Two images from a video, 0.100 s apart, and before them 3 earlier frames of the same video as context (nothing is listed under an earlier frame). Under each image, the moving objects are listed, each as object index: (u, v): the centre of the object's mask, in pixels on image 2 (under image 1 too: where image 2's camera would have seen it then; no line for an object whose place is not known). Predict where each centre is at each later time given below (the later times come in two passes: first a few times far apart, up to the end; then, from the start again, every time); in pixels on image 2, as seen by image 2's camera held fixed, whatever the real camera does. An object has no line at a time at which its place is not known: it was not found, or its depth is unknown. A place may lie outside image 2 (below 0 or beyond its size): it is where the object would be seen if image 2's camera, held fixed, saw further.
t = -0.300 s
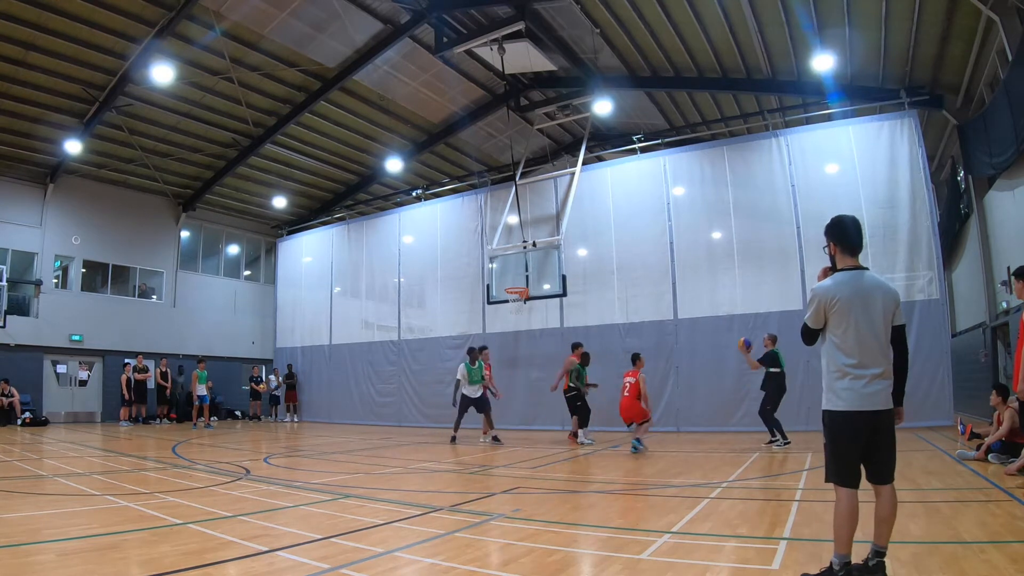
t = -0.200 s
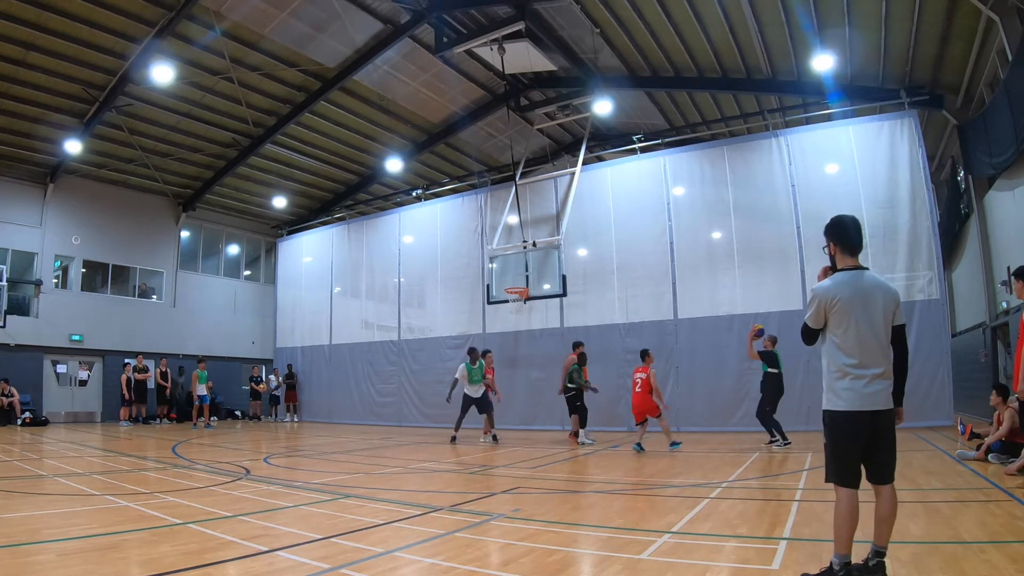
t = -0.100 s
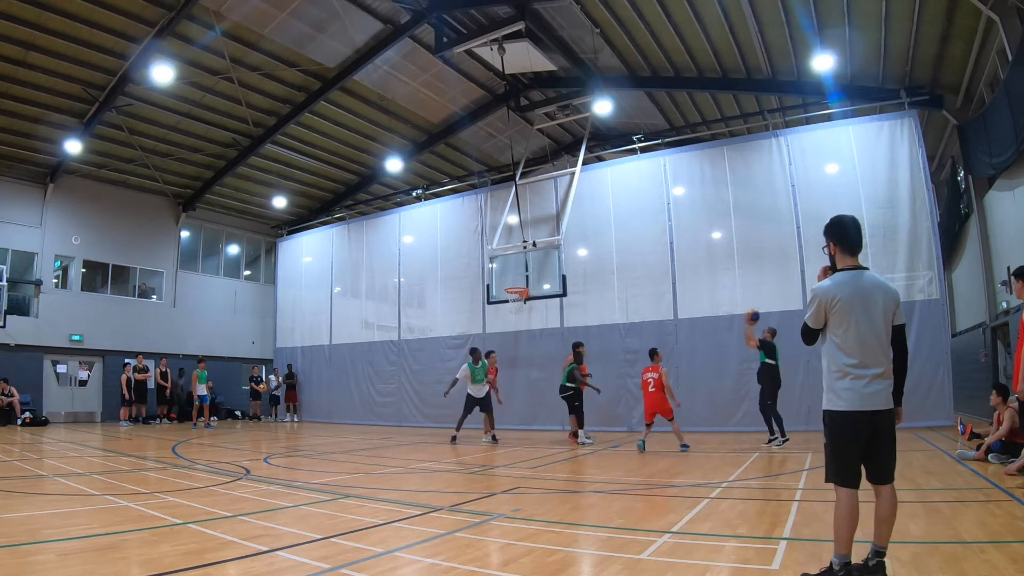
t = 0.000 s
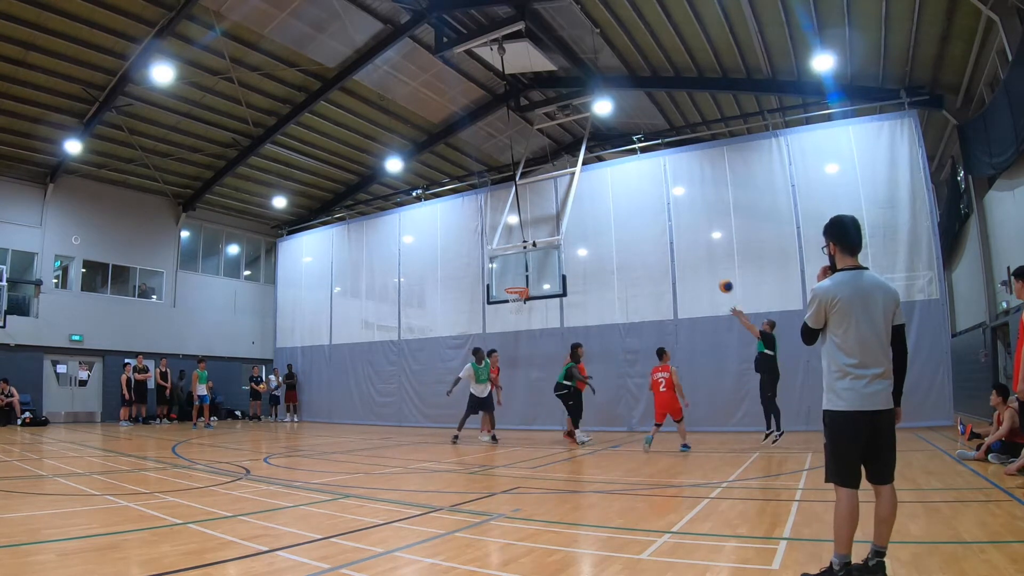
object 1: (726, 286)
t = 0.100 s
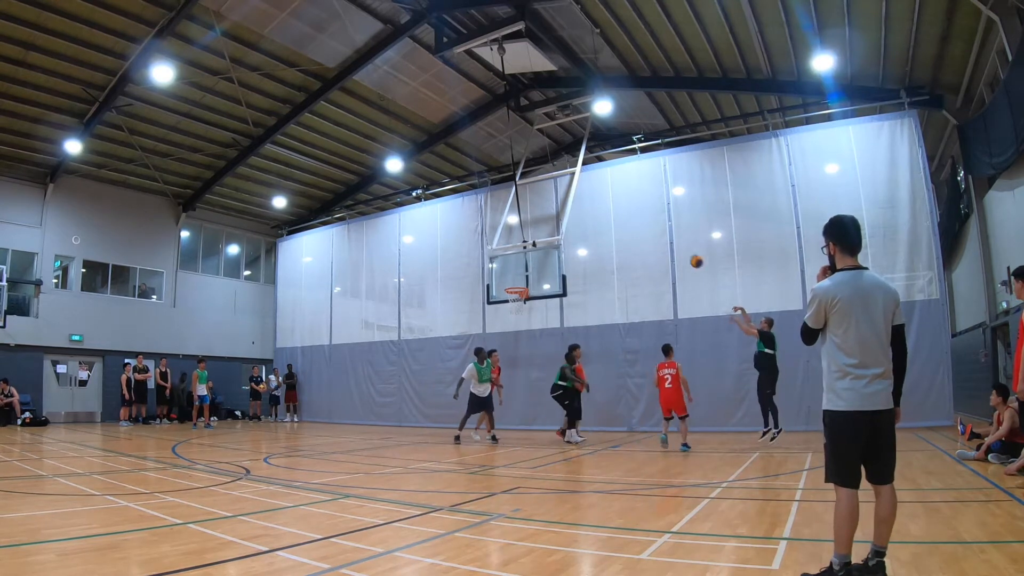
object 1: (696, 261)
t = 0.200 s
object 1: (668, 243)
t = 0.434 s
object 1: (610, 226)
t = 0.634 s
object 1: (566, 234)
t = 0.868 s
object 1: (520, 266)
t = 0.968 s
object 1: (503, 284)
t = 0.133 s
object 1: (687, 254)
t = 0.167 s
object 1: (677, 248)
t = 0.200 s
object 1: (668, 243)
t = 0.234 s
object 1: (659, 239)
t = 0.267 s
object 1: (651, 235)
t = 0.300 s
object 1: (642, 232)
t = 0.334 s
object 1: (634, 229)
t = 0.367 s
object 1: (625, 227)
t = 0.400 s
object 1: (618, 226)
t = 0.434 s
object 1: (610, 226)
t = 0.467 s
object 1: (602, 226)
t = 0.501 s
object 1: (594, 226)
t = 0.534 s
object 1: (587, 227)
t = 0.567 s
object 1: (580, 229)
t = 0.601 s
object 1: (573, 231)
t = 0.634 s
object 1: (566, 234)
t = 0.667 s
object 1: (559, 236)
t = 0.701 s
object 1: (552, 240)
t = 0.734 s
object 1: (545, 244)
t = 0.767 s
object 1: (539, 249)
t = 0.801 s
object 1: (533, 254)
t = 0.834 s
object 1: (527, 260)
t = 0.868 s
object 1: (520, 266)
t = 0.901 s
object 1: (514, 272)
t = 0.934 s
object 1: (508, 279)
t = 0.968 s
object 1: (503, 284)
